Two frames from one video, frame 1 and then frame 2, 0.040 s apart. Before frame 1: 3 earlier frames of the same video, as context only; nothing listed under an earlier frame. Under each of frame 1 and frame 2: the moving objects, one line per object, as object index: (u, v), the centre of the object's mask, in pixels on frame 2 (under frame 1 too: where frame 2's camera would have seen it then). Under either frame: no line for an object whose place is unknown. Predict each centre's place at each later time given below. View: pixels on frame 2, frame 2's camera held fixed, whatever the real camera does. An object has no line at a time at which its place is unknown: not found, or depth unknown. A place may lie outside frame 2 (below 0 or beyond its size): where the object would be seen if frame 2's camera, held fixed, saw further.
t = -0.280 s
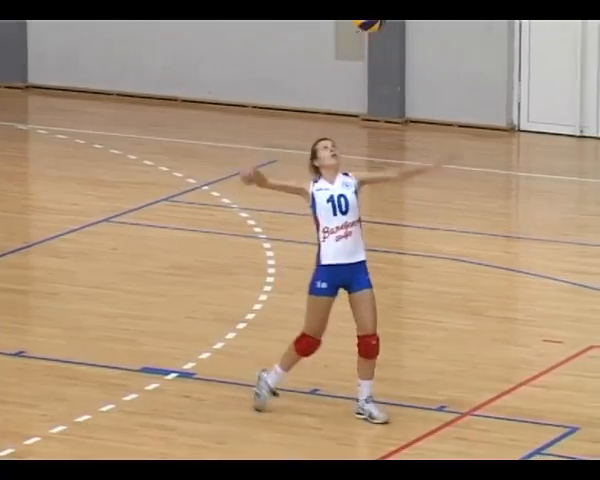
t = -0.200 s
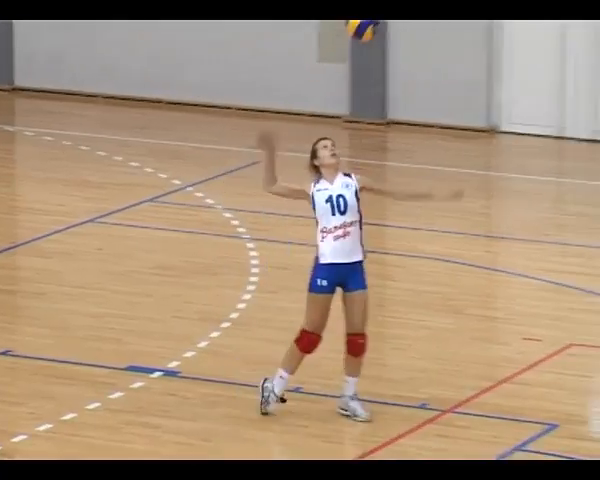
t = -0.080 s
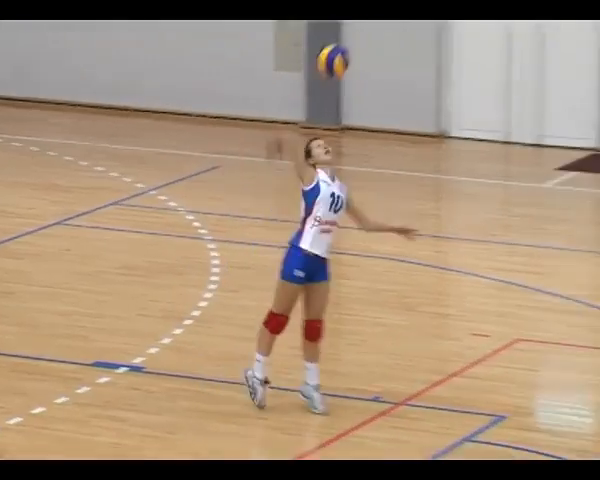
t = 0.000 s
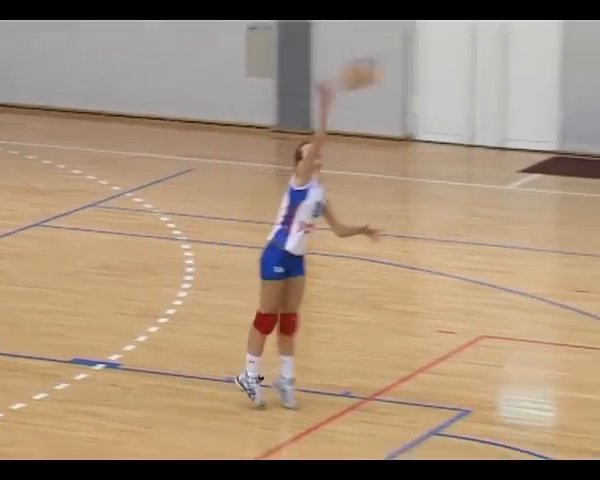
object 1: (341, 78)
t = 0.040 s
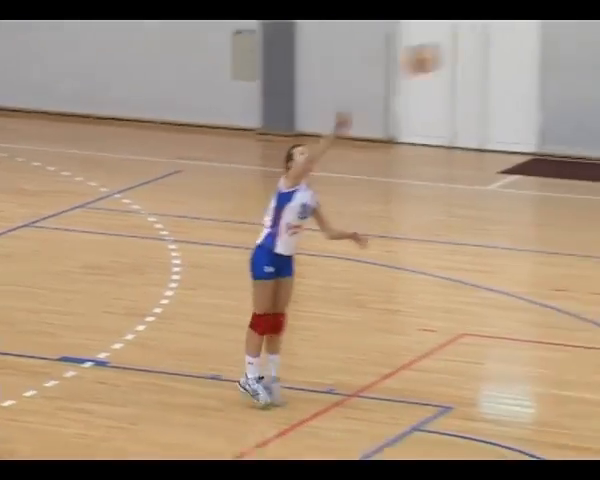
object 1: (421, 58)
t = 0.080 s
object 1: (497, 44)
